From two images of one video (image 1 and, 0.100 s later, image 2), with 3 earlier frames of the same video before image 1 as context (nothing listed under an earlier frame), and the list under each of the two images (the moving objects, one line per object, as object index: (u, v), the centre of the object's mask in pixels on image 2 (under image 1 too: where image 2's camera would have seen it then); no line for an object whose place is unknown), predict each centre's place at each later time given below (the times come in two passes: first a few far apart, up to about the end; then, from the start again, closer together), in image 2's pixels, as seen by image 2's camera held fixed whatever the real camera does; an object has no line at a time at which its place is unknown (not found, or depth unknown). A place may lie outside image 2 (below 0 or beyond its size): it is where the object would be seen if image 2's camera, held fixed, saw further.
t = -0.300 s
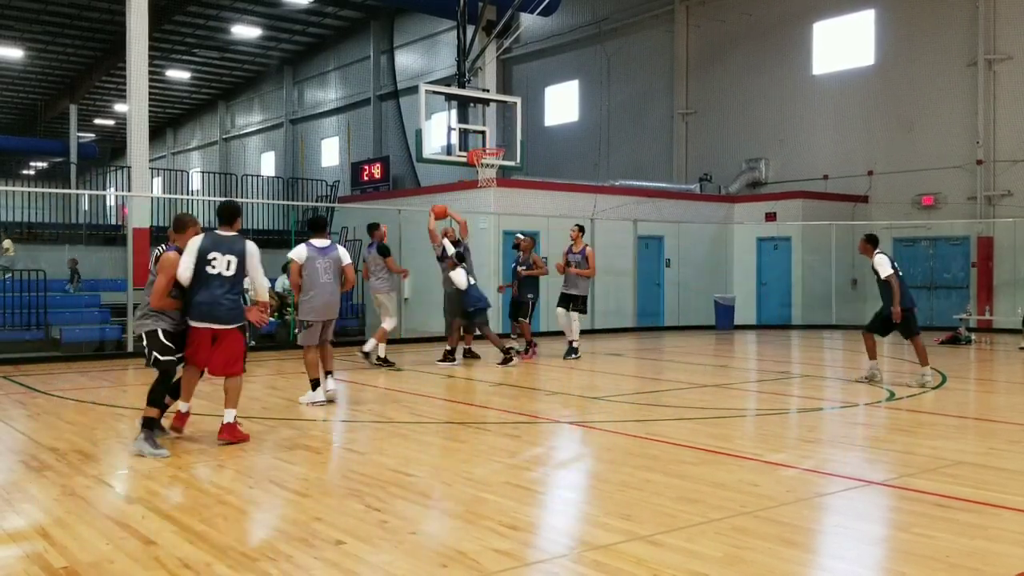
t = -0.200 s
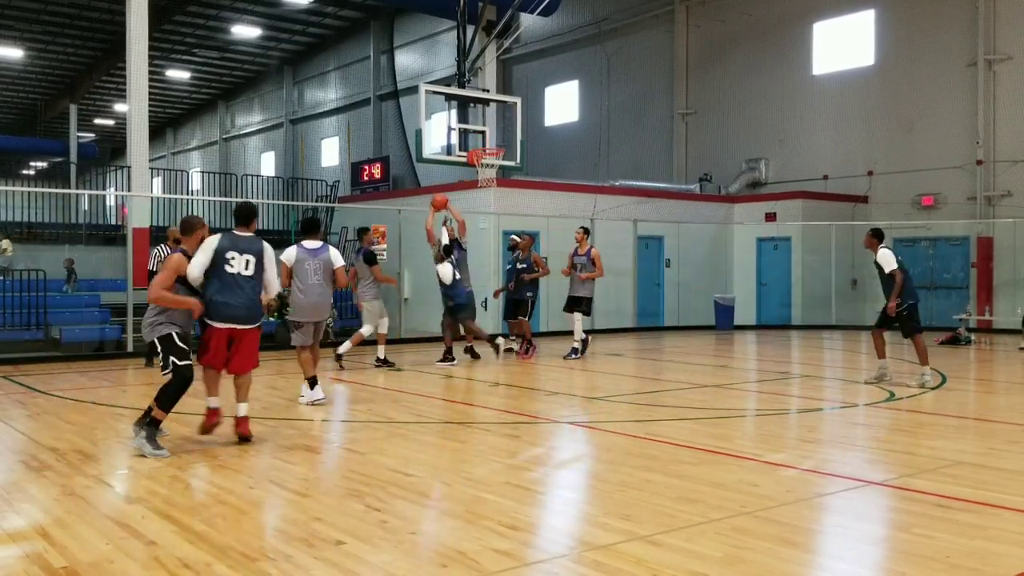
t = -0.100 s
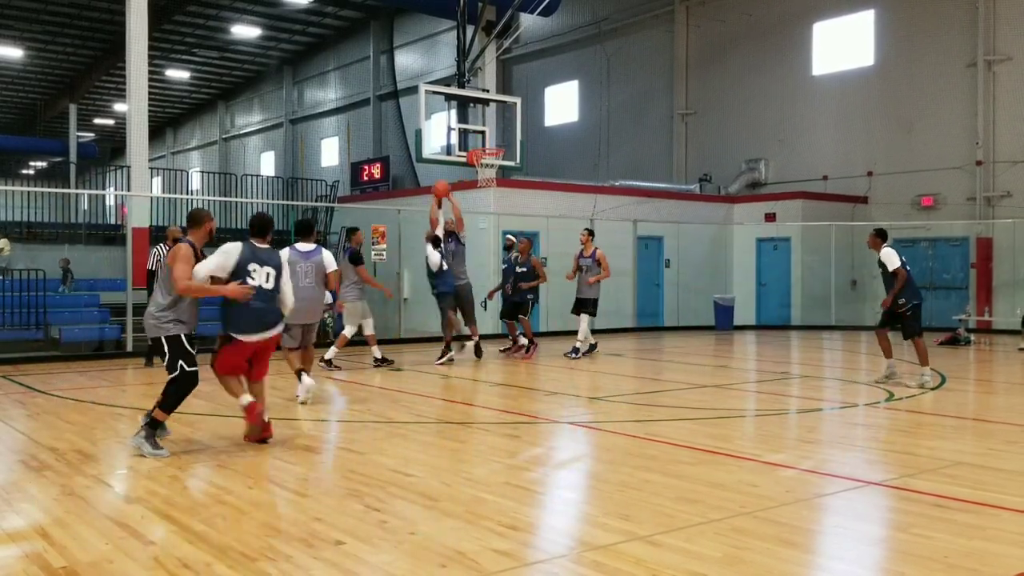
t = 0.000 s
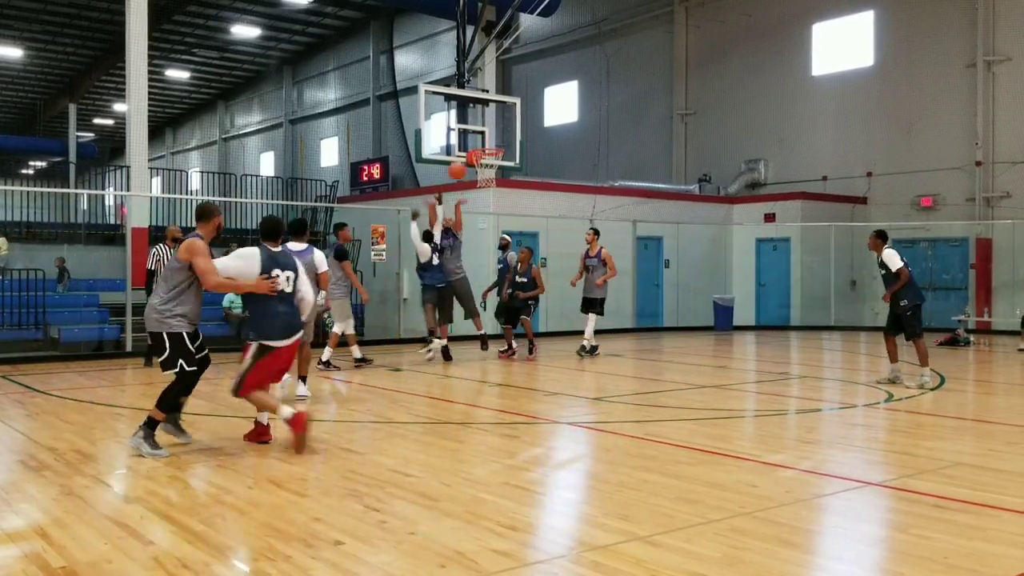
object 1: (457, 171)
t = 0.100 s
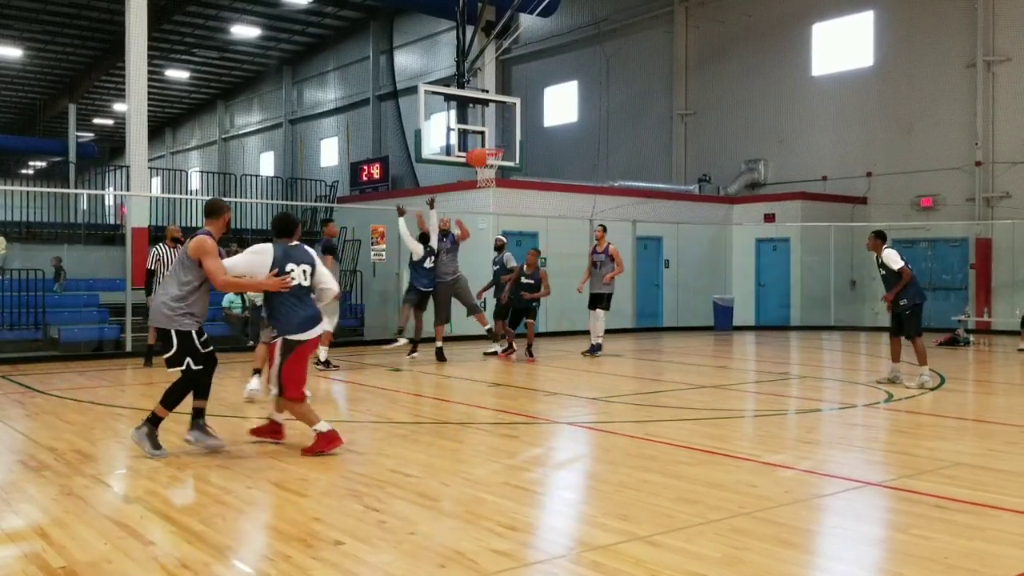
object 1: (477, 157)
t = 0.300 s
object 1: (533, 151)
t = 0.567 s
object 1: (645, 210)
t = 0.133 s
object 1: (486, 155)
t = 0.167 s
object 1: (495, 151)
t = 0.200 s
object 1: (505, 150)
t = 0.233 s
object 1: (513, 150)
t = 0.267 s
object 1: (524, 150)
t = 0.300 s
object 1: (533, 151)
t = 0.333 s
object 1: (544, 153)
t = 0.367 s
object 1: (556, 157)
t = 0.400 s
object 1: (568, 161)
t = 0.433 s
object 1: (581, 167)
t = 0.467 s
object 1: (596, 175)
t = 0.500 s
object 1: (612, 185)
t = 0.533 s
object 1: (627, 196)
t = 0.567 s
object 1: (645, 210)
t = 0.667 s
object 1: (708, 267)
